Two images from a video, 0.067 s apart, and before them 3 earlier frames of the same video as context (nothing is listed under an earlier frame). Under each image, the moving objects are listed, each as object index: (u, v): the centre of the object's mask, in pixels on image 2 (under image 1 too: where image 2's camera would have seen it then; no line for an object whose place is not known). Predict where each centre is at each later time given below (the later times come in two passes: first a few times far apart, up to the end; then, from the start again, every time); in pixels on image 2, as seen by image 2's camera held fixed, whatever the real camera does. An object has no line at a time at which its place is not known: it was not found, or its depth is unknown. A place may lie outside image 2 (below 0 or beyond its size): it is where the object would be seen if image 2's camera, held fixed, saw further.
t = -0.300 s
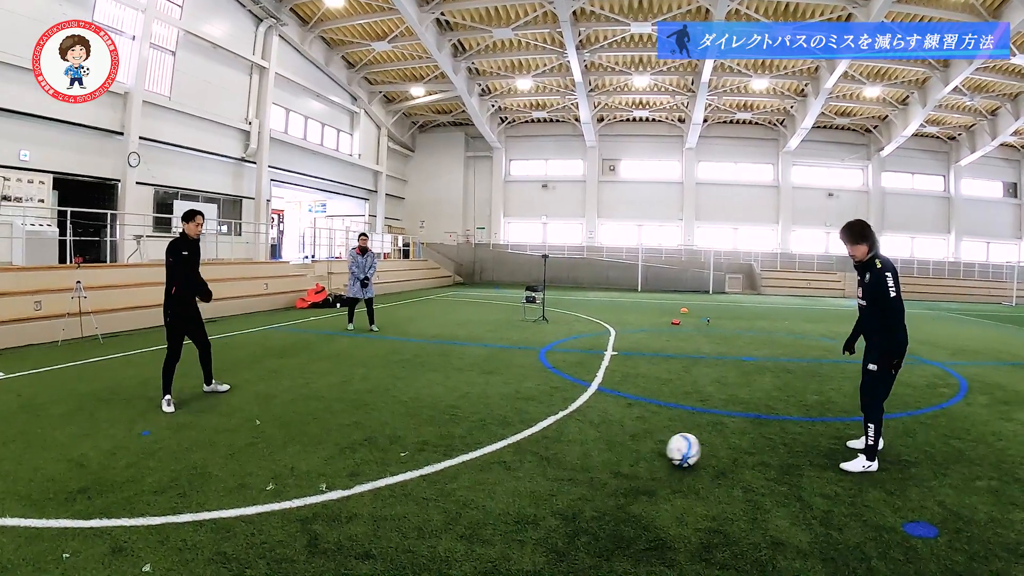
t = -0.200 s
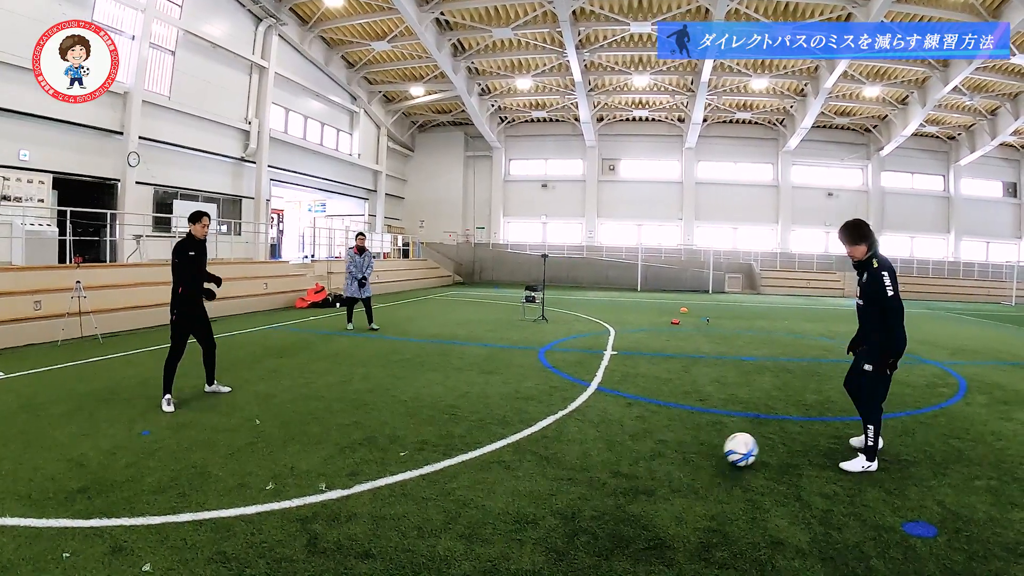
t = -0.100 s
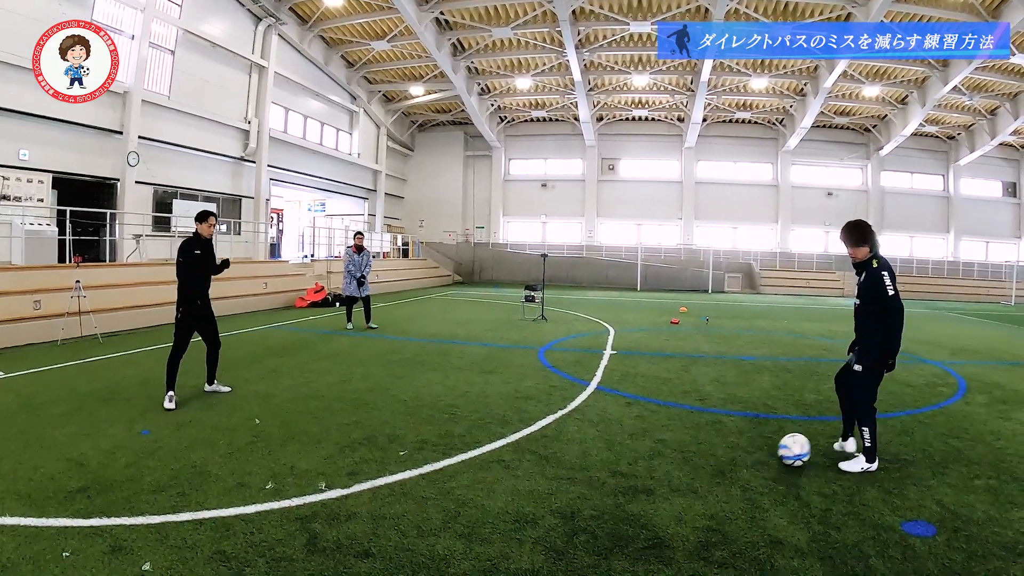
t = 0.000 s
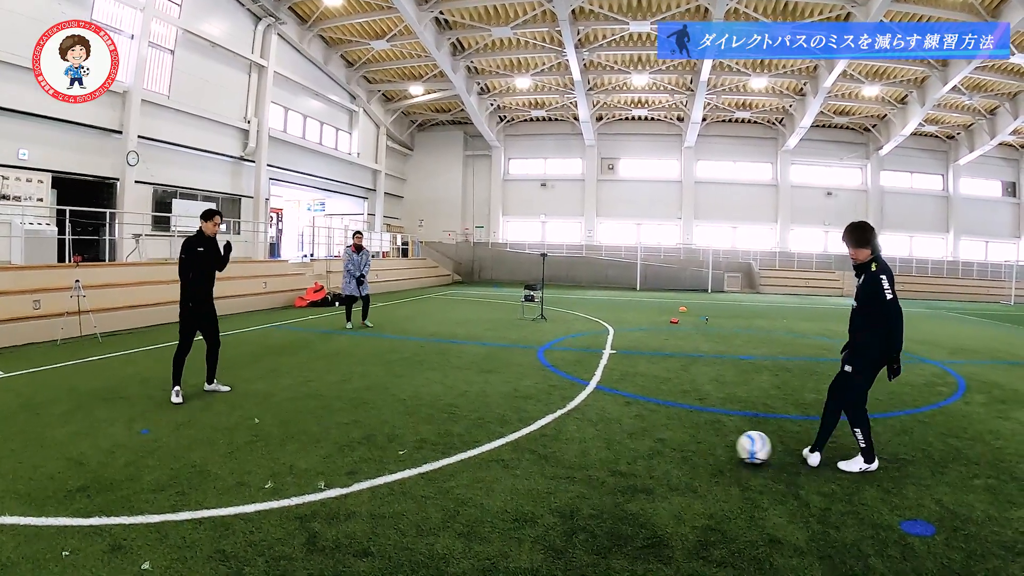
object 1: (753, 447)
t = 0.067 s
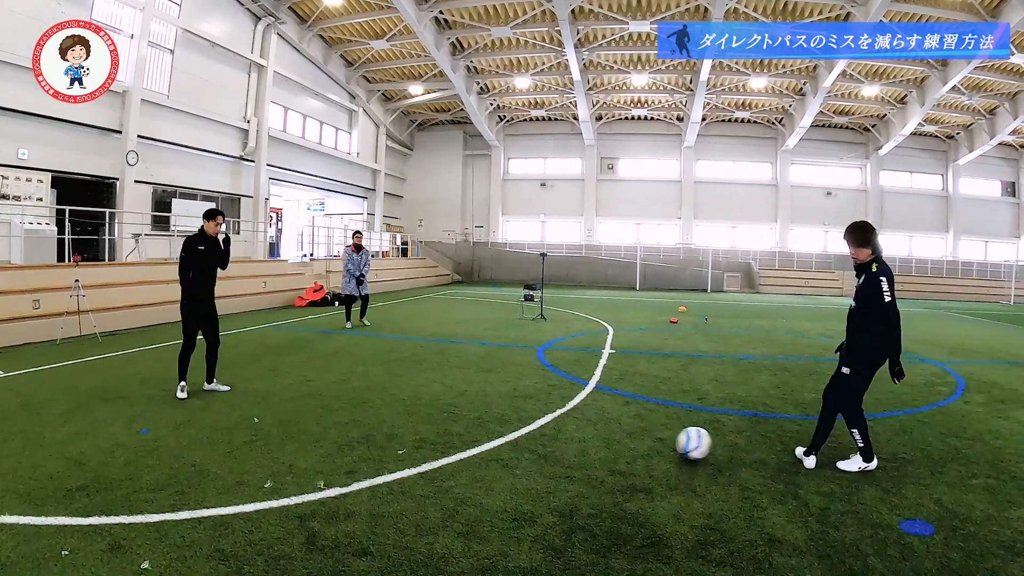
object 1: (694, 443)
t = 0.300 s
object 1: (511, 430)
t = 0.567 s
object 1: (369, 414)
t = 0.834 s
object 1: (275, 399)
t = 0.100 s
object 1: (665, 442)
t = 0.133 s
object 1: (637, 440)
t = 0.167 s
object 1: (610, 438)
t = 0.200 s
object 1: (584, 436)
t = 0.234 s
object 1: (559, 434)
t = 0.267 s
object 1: (534, 433)
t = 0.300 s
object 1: (511, 430)
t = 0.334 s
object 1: (490, 426)
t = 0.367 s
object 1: (469, 425)
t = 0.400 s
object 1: (450, 424)
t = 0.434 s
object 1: (432, 422)
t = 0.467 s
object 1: (416, 419)
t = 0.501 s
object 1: (400, 417)
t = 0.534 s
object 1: (384, 416)
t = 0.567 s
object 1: (369, 414)
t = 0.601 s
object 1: (356, 411)
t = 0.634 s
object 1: (343, 410)
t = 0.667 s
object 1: (331, 409)
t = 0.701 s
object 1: (319, 407)
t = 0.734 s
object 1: (308, 404)
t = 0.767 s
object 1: (297, 403)
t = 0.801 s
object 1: (285, 402)
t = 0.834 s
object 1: (275, 399)
